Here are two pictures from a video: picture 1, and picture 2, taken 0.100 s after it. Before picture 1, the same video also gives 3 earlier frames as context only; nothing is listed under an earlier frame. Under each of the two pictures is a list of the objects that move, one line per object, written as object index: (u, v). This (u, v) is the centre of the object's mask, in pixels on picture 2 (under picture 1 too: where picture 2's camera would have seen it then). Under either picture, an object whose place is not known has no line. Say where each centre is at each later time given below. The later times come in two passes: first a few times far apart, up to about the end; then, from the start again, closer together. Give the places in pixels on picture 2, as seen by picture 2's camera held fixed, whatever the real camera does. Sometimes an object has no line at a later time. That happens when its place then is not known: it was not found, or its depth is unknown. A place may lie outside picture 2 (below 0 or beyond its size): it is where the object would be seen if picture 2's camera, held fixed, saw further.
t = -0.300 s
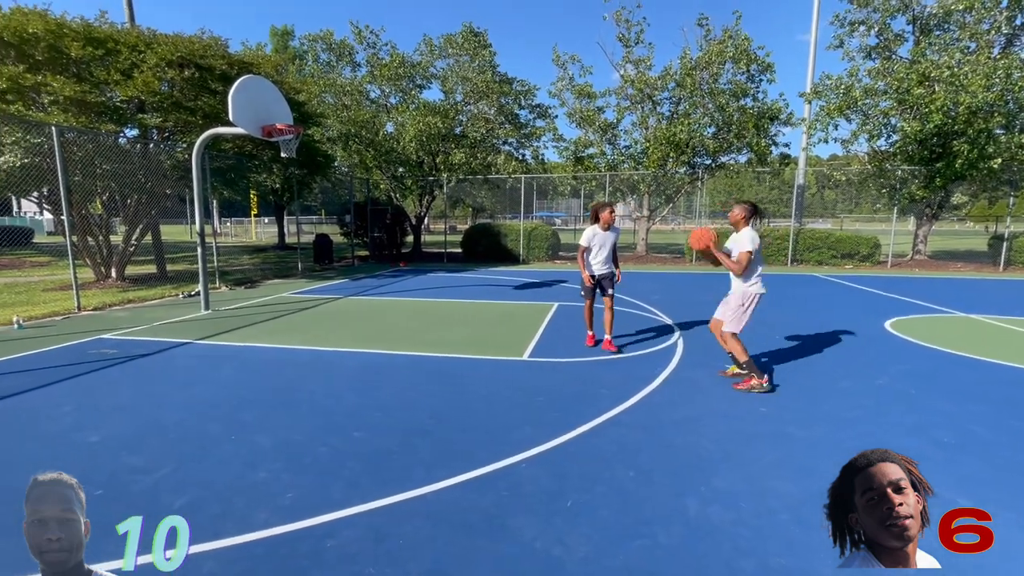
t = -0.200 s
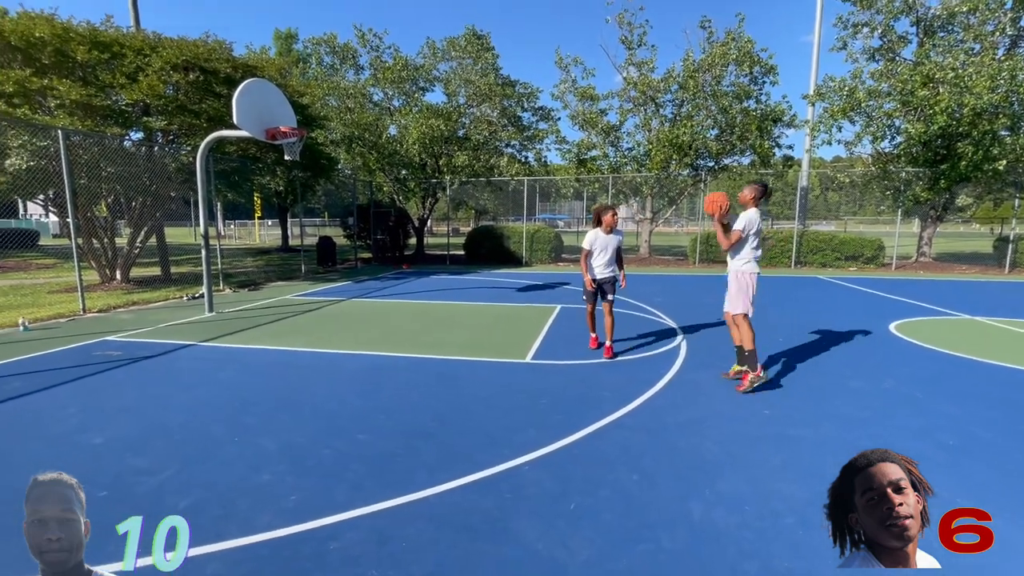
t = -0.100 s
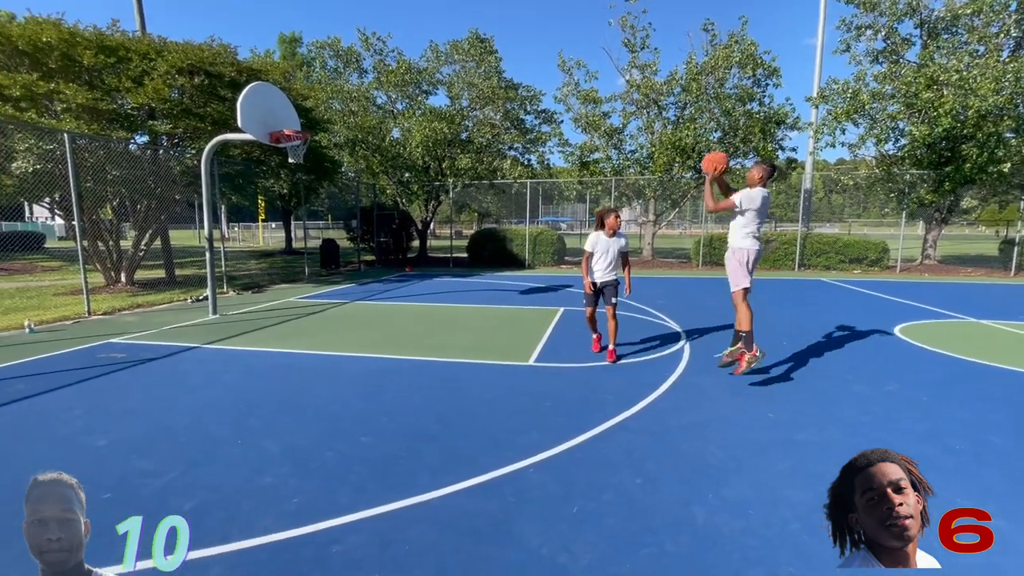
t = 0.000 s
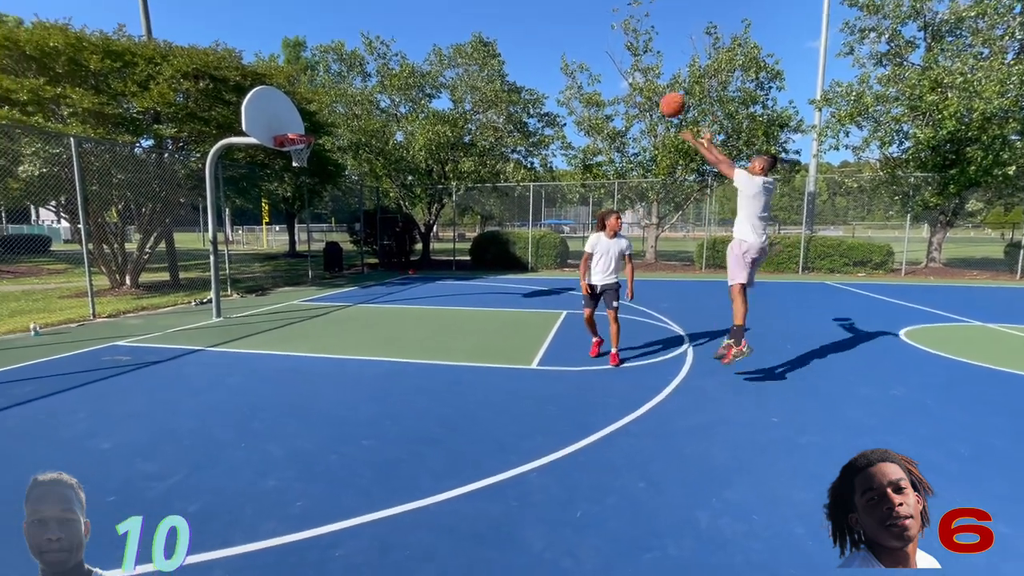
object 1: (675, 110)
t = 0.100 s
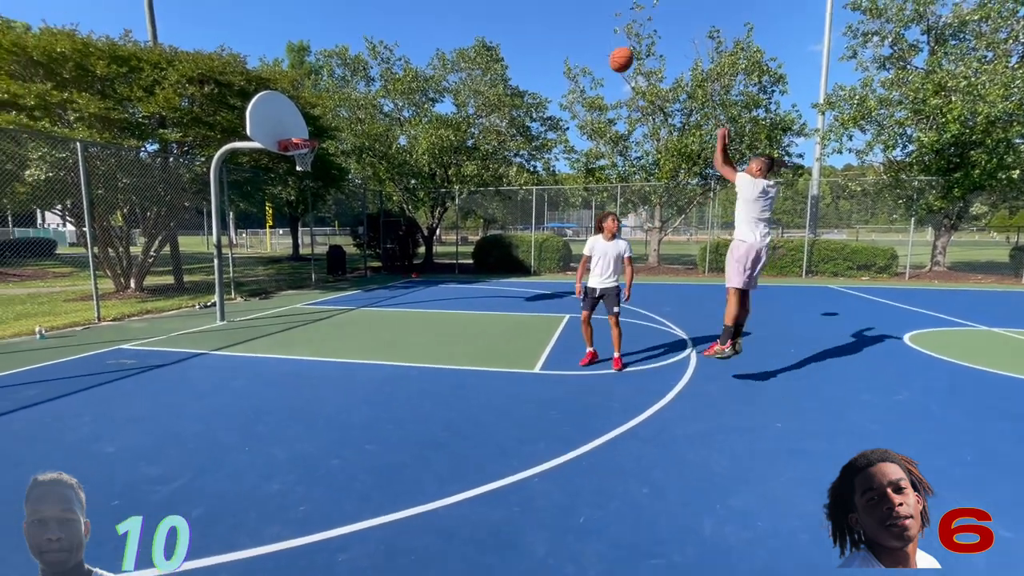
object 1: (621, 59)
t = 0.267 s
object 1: (542, 6)
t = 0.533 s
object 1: (437, -14)
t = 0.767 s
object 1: (366, 15)
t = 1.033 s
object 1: (302, 86)
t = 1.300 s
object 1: (297, 129)
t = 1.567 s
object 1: (275, 124)
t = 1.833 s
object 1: (289, 172)
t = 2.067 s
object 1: (303, 259)
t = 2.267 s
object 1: (312, 327)
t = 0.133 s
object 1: (604, 46)
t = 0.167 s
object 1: (588, 34)
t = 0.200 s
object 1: (572, 23)
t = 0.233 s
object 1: (556, 14)
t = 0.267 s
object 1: (542, 6)
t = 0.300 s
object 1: (527, -1)
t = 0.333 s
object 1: (513, -4)
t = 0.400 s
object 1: (486, -10)
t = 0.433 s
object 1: (473, -12)
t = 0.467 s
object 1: (461, -13)
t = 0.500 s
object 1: (449, -14)
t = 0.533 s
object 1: (437, -14)
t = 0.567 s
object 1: (426, -13)
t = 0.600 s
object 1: (415, -10)
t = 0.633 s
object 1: (405, -6)
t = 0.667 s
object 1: (395, -2)
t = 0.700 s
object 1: (385, 3)
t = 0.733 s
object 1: (375, 9)
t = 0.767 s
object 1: (366, 15)
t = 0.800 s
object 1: (357, 22)
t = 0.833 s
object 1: (349, 30)
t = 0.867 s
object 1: (340, 38)
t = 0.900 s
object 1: (332, 47)
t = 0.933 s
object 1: (324, 56)
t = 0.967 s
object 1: (318, 67)
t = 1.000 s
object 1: (310, 77)
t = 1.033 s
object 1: (302, 86)
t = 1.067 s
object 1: (295, 97)
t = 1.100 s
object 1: (288, 108)
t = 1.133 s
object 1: (290, 117)
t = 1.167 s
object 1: (298, 124)
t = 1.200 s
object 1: (305, 131)
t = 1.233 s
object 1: (312, 136)
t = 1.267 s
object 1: (305, 133)
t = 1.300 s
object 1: (297, 129)
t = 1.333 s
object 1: (288, 126)
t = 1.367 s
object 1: (280, 123)
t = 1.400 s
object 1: (271, 120)
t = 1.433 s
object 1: (269, 119)
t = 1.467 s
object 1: (271, 120)
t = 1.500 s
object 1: (272, 120)
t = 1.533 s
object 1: (273, 122)
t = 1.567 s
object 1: (275, 124)
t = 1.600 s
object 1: (277, 127)
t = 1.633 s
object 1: (279, 131)
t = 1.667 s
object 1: (280, 136)
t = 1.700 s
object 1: (281, 142)
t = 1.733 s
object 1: (283, 148)
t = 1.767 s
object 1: (284, 154)
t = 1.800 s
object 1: (287, 163)
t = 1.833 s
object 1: (289, 172)
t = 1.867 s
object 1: (292, 183)
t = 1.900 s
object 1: (294, 193)
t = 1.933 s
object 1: (296, 205)
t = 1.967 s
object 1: (299, 217)
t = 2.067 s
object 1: (303, 259)
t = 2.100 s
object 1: (304, 274)
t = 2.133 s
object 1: (307, 290)
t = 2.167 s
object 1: (309, 308)
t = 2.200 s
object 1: (311, 327)
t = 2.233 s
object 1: (312, 339)
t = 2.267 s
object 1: (312, 327)
